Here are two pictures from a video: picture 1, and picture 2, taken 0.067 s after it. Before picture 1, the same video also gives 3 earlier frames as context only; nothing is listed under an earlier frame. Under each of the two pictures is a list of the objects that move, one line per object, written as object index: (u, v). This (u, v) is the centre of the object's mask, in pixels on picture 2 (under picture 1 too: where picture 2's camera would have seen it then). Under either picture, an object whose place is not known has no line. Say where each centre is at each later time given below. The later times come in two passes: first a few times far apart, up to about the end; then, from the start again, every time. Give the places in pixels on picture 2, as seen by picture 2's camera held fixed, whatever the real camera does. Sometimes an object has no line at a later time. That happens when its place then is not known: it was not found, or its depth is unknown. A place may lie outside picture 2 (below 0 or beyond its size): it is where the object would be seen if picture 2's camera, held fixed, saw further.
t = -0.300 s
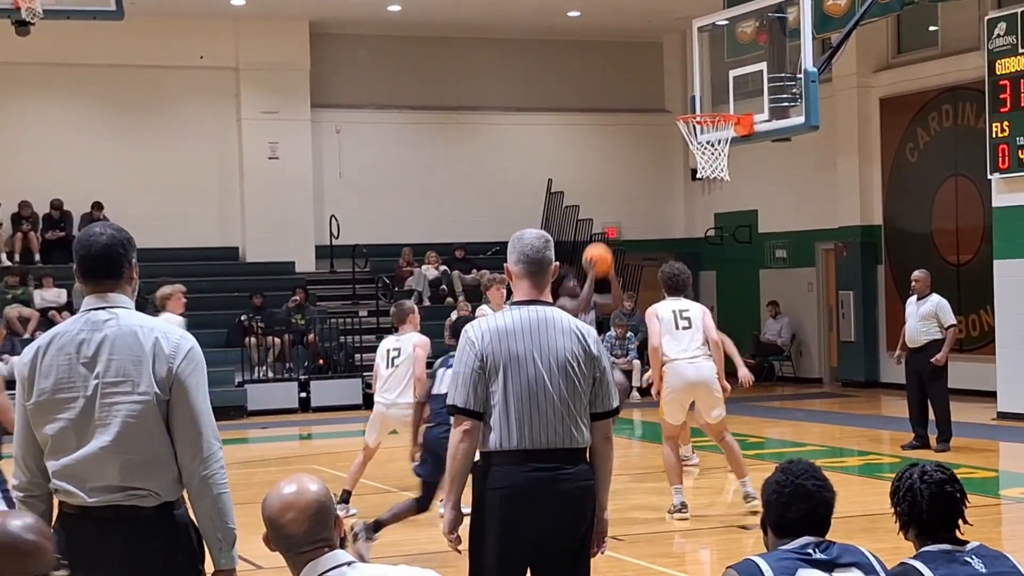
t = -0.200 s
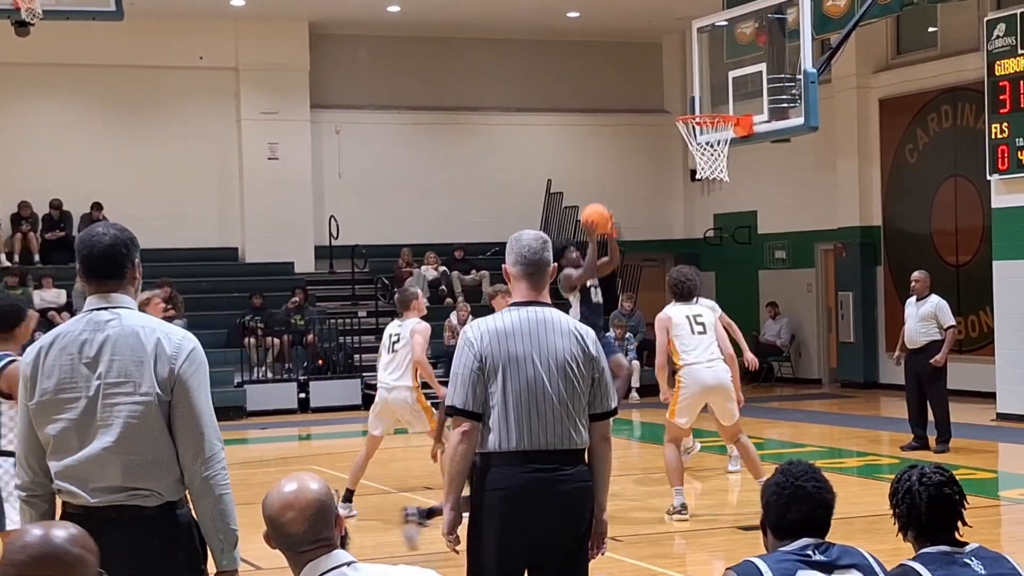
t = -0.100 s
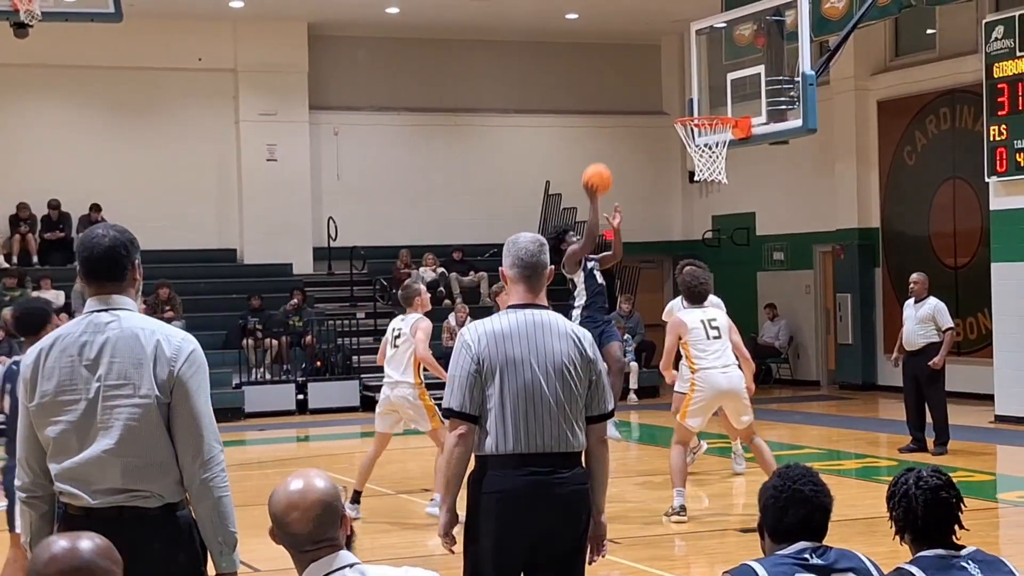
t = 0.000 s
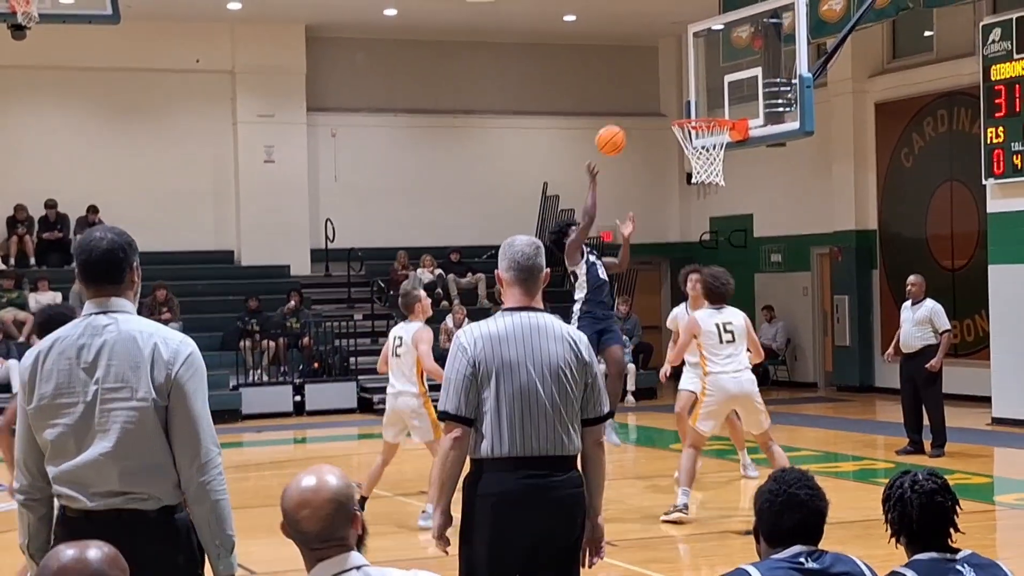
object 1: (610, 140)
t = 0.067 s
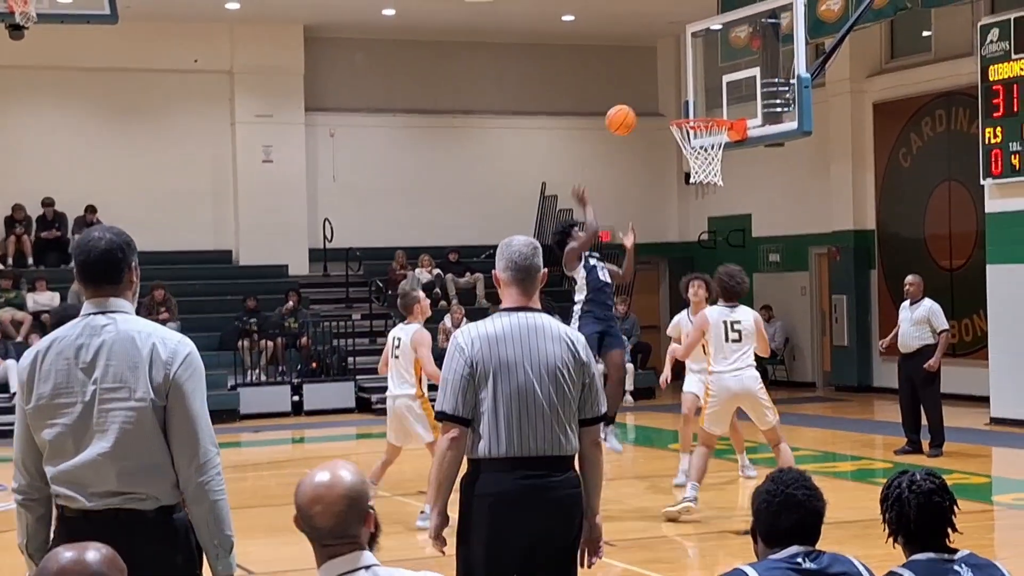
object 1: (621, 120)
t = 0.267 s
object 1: (655, 90)
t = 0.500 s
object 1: (696, 110)
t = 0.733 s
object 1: (718, 174)
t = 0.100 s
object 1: (626, 112)
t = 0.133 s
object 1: (632, 105)
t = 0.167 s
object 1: (638, 99)
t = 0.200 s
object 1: (643, 94)
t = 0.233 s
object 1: (649, 92)
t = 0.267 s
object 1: (655, 90)
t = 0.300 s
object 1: (660, 90)
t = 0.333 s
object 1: (666, 90)
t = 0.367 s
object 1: (672, 93)
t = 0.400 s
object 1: (678, 96)
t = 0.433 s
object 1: (684, 100)
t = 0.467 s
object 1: (690, 106)
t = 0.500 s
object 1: (696, 110)
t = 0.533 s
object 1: (701, 123)
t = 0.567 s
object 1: (705, 134)
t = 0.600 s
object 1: (714, 142)
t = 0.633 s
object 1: (718, 151)
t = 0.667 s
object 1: (718, 156)
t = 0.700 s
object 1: (720, 154)
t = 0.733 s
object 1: (718, 174)
